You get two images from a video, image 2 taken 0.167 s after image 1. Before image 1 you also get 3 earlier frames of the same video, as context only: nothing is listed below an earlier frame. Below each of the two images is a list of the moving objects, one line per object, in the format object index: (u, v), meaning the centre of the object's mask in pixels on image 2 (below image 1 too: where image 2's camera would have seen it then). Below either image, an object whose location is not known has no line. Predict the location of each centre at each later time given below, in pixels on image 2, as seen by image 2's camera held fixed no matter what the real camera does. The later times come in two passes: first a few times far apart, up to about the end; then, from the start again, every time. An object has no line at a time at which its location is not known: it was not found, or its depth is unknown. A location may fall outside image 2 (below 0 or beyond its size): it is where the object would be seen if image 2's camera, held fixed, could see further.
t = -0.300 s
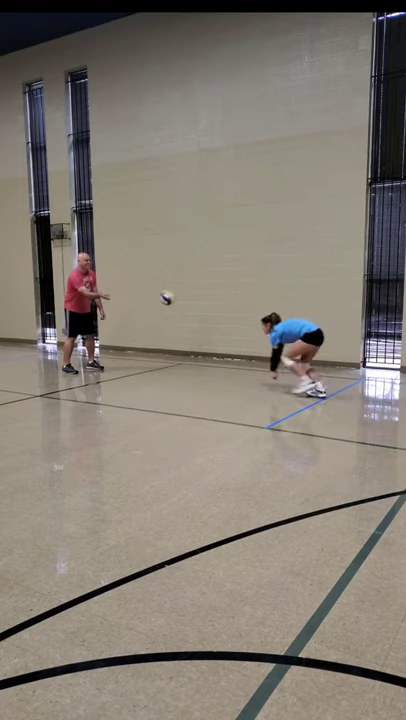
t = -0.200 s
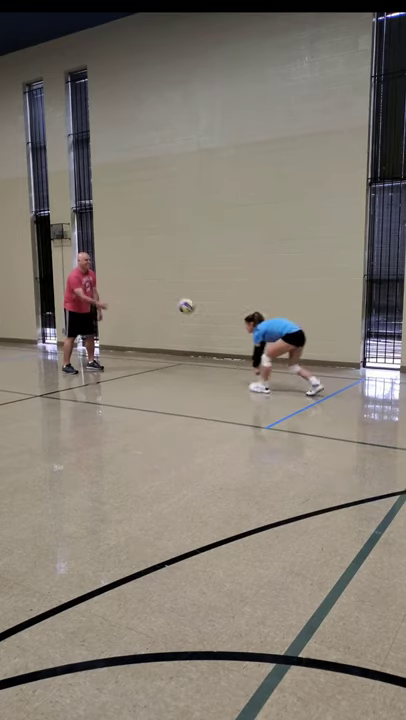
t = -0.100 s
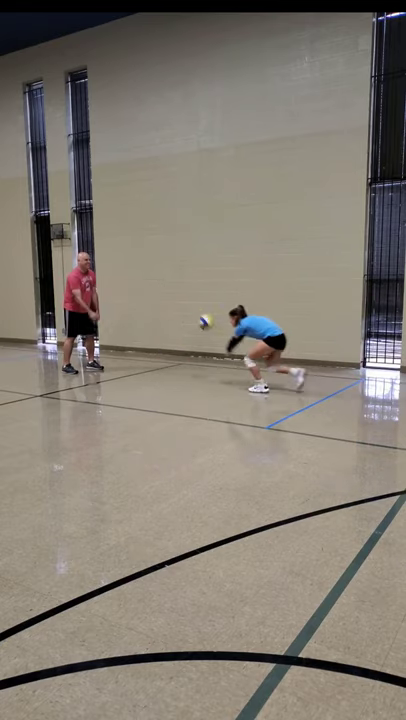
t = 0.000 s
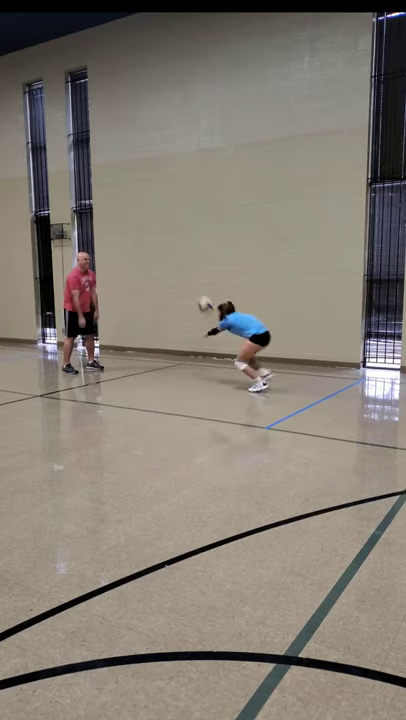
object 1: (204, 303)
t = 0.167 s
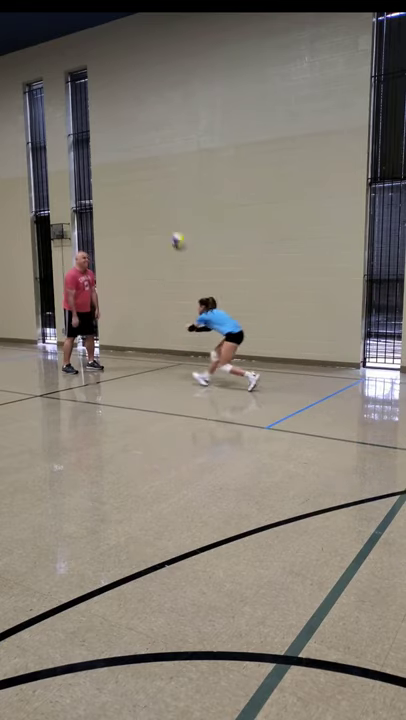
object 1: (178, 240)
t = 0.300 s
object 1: (154, 198)
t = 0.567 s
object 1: (113, 157)
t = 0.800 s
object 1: (81, 164)
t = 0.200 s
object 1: (171, 227)
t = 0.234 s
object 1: (166, 217)
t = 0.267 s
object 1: (160, 207)
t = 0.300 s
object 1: (154, 198)
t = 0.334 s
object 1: (149, 189)
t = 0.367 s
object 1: (143, 182)
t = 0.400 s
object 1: (139, 176)
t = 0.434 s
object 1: (133, 171)
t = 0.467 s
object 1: (127, 166)
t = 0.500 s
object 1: (123, 162)
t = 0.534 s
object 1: (118, 159)
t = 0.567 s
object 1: (113, 157)
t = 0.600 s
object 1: (108, 156)
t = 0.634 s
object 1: (103, 154)
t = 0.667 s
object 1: (99, 156)
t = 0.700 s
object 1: (94, 156)
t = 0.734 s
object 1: (89, 159)
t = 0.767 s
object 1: (85, 161)
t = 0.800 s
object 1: (81, 164)
